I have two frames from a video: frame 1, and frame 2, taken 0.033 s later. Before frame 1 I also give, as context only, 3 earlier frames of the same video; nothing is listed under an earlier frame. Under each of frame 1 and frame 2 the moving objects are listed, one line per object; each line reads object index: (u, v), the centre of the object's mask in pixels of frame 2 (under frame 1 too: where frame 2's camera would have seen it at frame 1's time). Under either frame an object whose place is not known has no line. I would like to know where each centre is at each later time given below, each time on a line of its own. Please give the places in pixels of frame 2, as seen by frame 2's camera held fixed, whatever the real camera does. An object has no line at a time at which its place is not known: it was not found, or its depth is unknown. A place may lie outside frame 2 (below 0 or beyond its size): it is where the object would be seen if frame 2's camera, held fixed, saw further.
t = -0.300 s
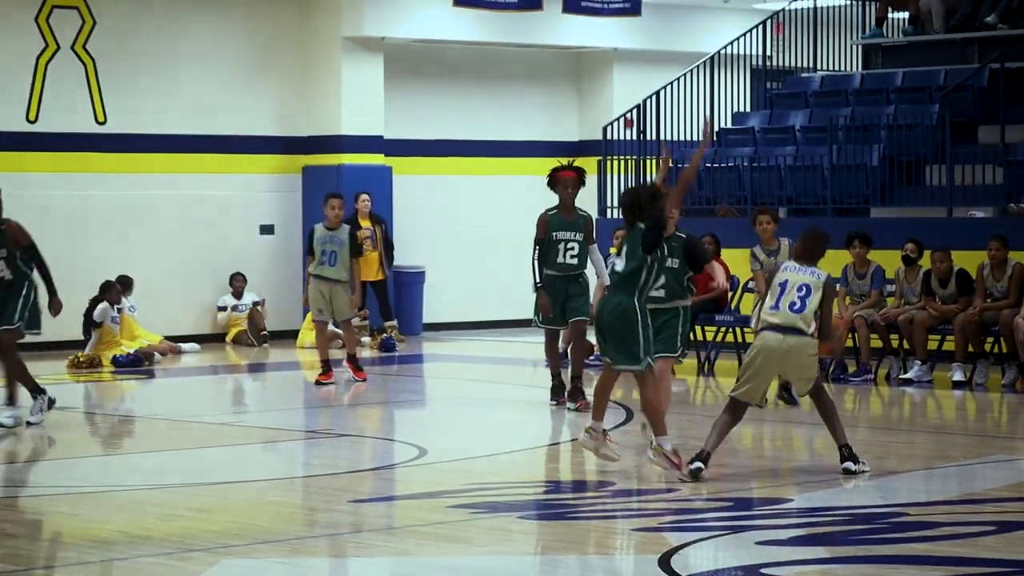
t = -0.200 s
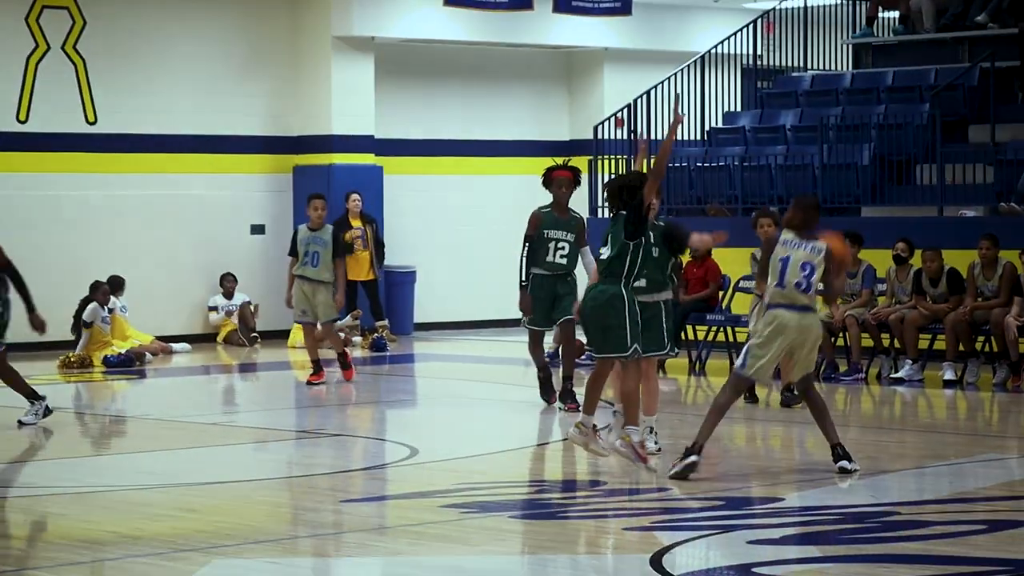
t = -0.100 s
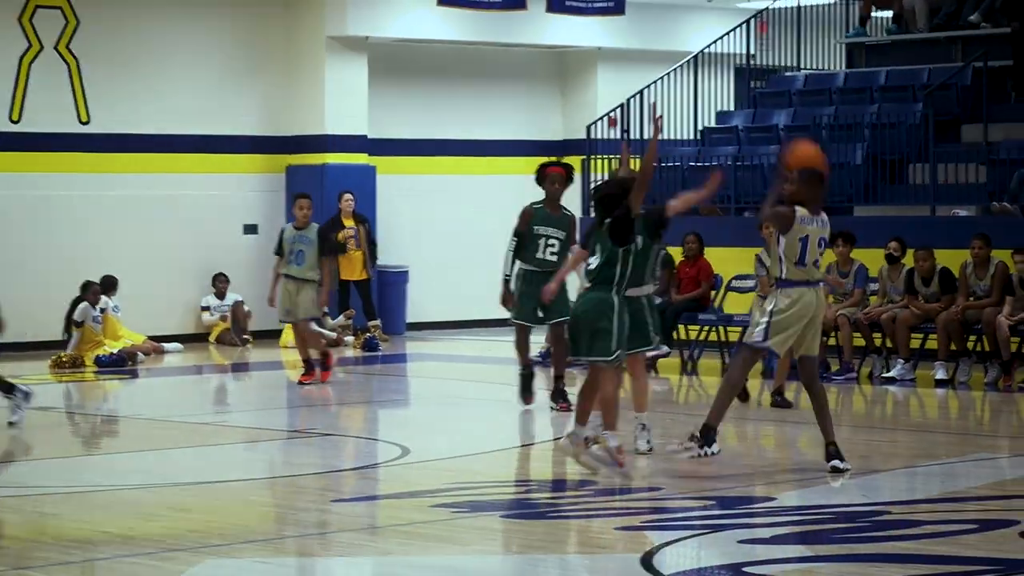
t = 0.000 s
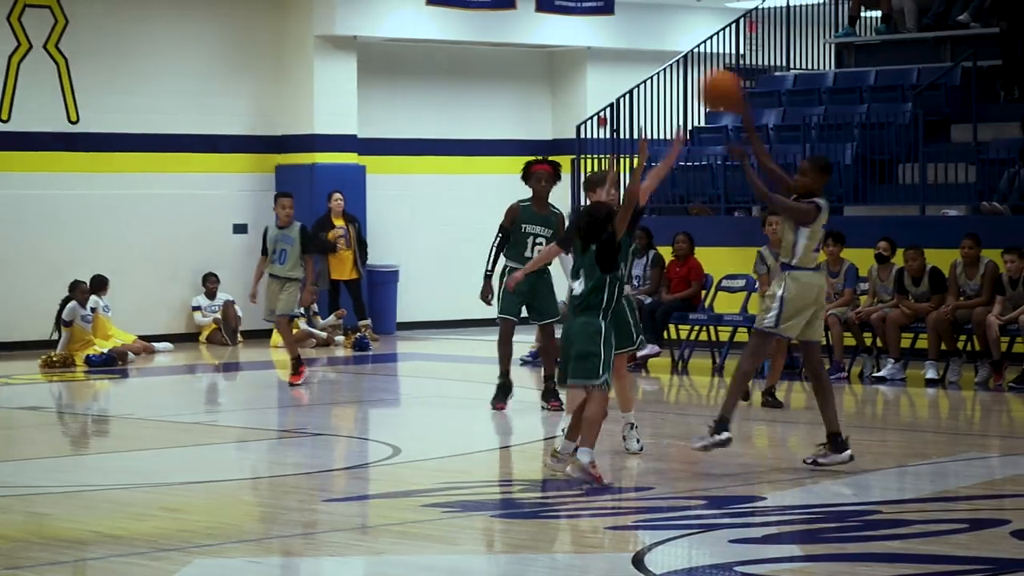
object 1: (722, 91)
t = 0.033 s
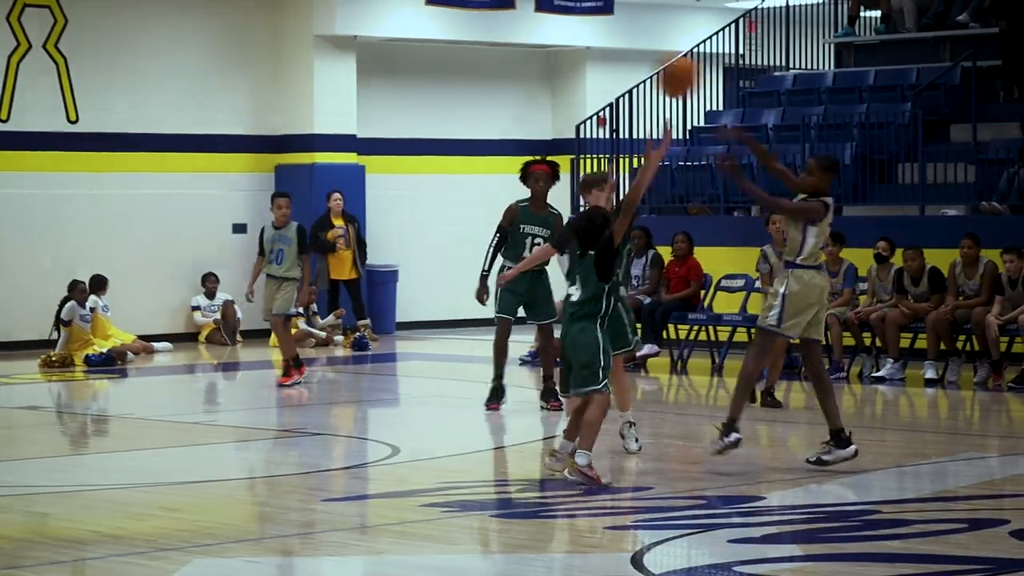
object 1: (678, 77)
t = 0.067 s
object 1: (634, 64)
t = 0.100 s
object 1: (591, 57)
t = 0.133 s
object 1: (550, 51)
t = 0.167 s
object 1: (501, 43)
